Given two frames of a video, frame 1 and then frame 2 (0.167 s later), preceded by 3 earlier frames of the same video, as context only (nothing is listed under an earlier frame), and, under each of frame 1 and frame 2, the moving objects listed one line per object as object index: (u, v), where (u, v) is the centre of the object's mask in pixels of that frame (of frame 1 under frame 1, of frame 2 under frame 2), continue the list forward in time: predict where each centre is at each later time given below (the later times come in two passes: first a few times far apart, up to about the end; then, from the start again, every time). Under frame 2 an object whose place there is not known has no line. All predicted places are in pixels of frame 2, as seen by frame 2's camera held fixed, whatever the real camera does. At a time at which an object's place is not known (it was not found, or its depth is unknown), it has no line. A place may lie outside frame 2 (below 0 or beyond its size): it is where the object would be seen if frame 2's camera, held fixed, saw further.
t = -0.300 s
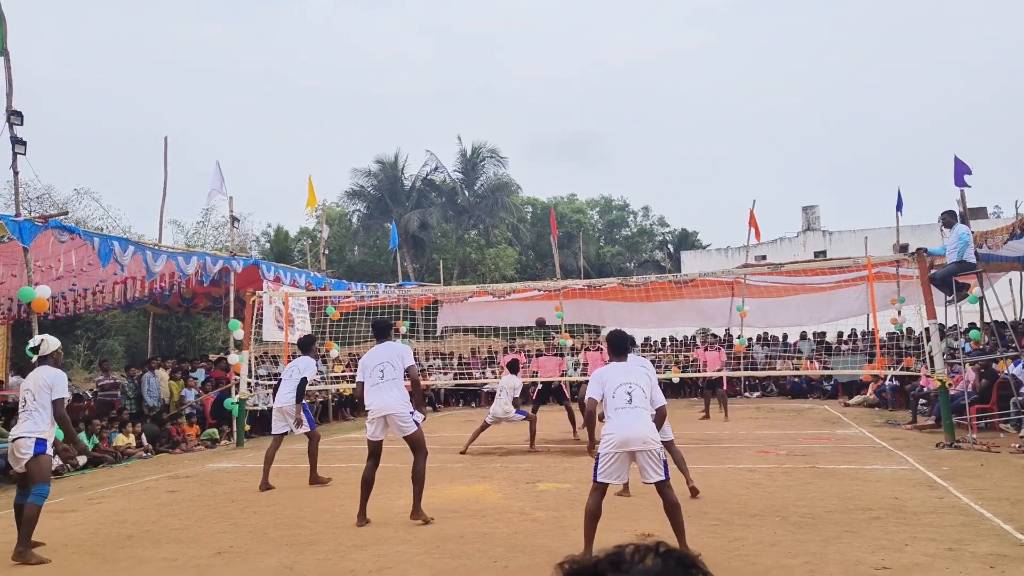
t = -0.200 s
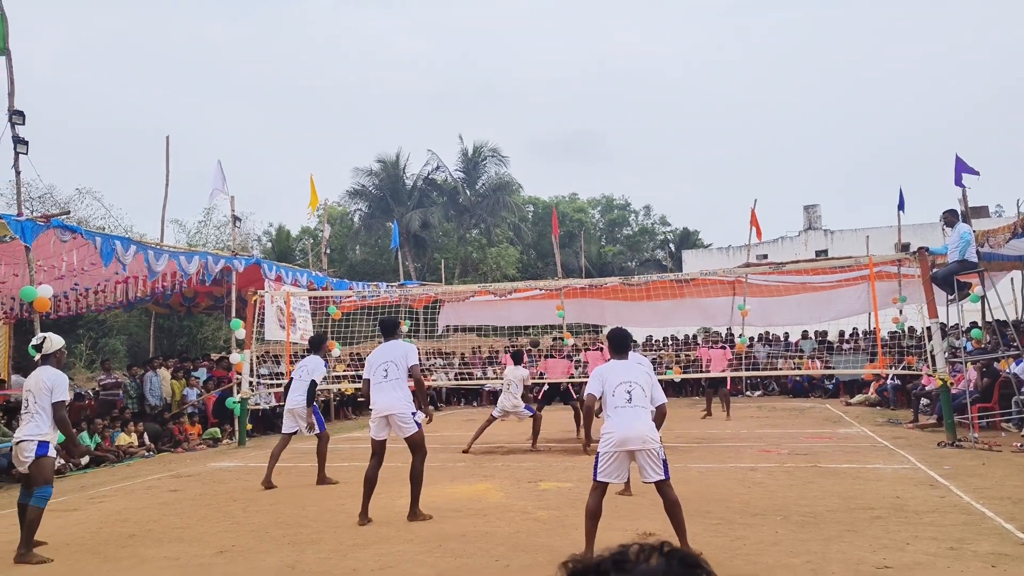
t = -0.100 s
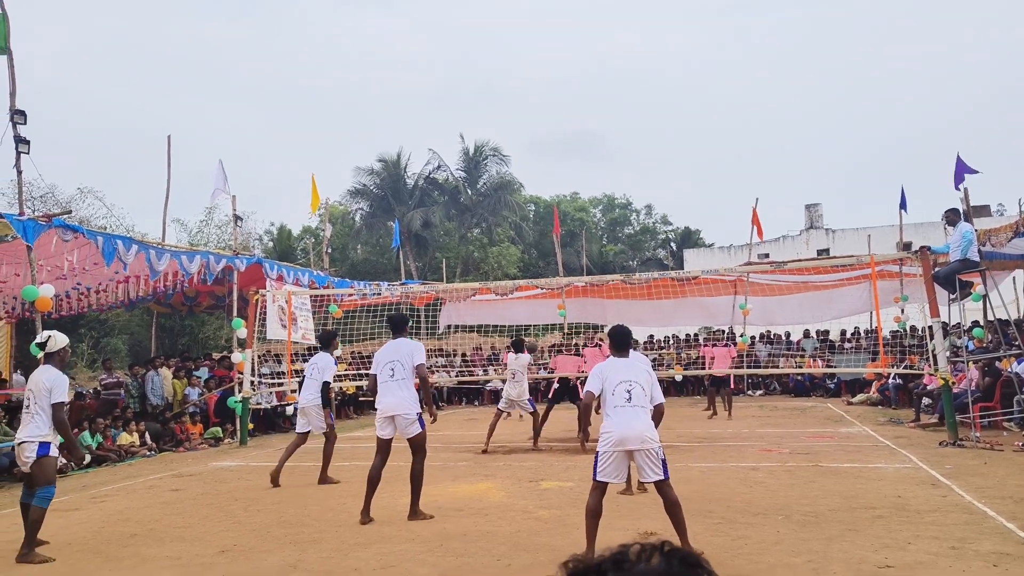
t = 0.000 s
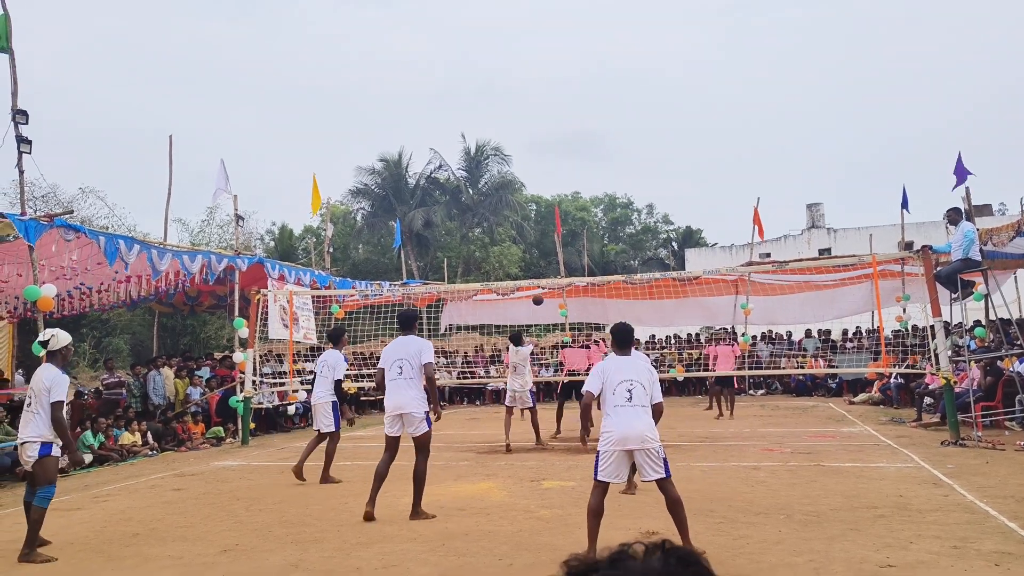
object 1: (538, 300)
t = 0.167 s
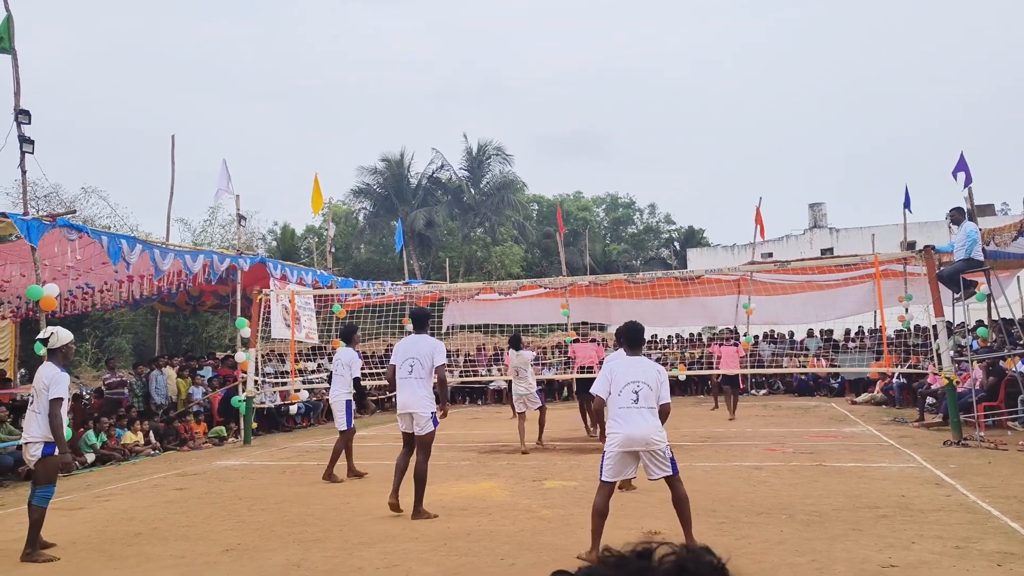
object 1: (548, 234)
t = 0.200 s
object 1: (550, 222)
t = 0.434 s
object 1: (564, 162)
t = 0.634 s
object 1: (578, 139)
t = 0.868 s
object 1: (597, 151)
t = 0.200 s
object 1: (550, 222)
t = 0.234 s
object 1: (551, 211)
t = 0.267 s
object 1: (553, 202)
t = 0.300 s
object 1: (556, 192)
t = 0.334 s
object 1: (557, 184)
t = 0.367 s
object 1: (560, 176)
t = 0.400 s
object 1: (562, 168)
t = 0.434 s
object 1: (564, 162)
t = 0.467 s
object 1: (566, 156)
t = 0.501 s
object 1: (568, 151)
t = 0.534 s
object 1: (570, 147)
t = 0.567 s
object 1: (573, 143)
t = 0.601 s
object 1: (575, 141)
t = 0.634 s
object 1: (578, 139)
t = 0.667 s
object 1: (580, 138)
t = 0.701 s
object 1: (583, 138)
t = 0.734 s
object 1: (586, 138)
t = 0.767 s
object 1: (588, 140)
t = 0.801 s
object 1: (591, 143)
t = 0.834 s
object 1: (594, 147)
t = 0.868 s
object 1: (597, 151)
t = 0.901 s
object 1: (600, 157)
